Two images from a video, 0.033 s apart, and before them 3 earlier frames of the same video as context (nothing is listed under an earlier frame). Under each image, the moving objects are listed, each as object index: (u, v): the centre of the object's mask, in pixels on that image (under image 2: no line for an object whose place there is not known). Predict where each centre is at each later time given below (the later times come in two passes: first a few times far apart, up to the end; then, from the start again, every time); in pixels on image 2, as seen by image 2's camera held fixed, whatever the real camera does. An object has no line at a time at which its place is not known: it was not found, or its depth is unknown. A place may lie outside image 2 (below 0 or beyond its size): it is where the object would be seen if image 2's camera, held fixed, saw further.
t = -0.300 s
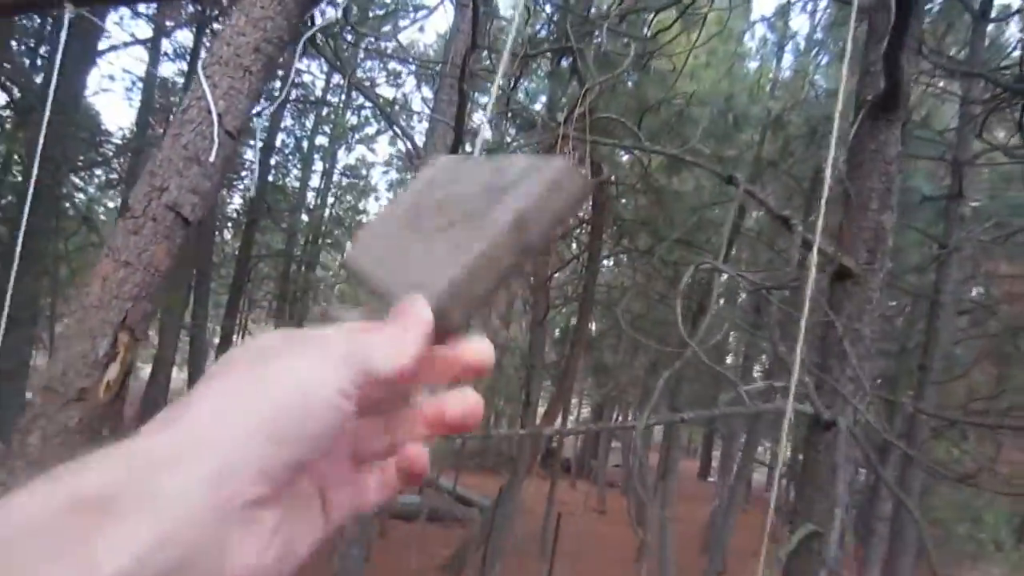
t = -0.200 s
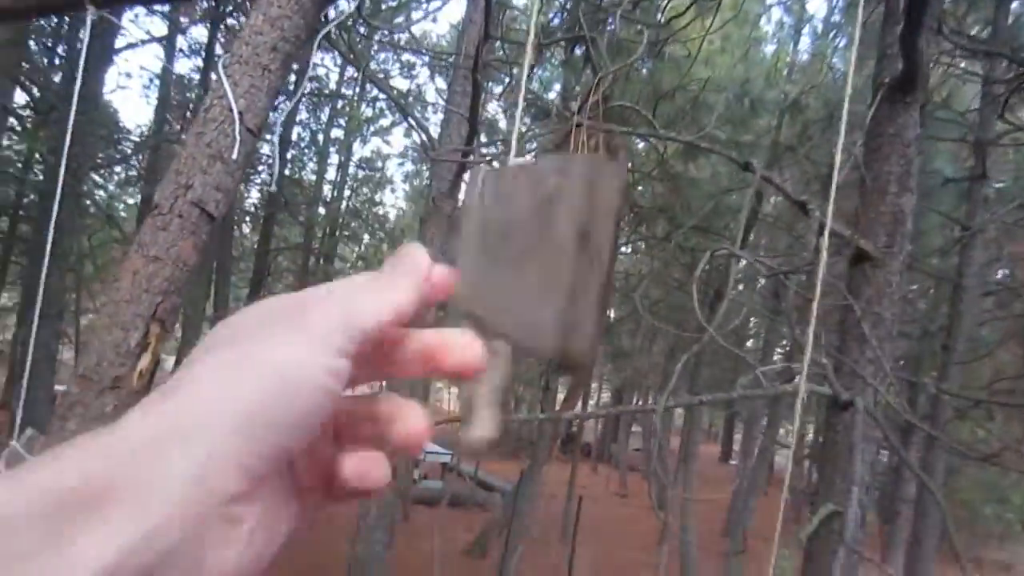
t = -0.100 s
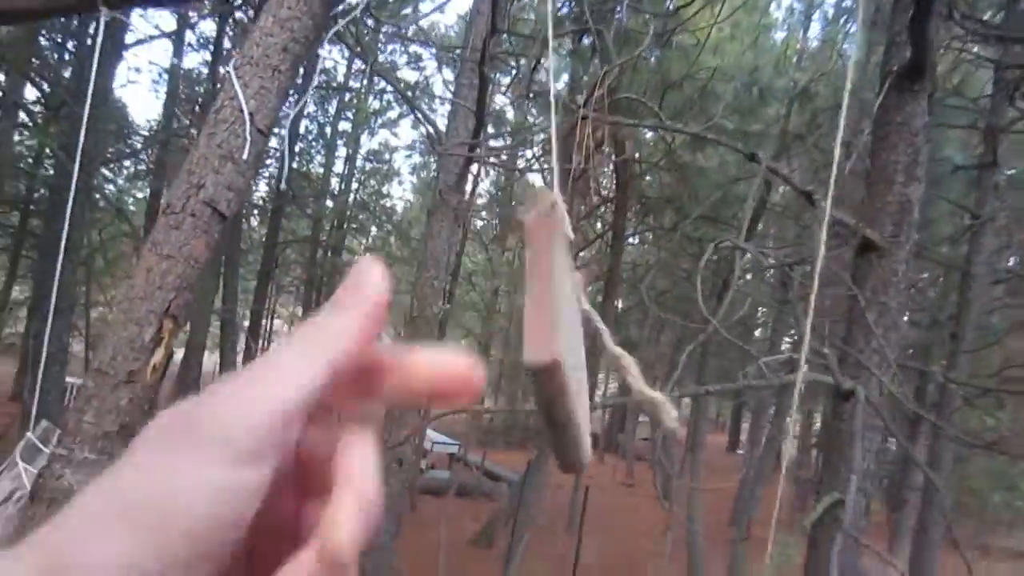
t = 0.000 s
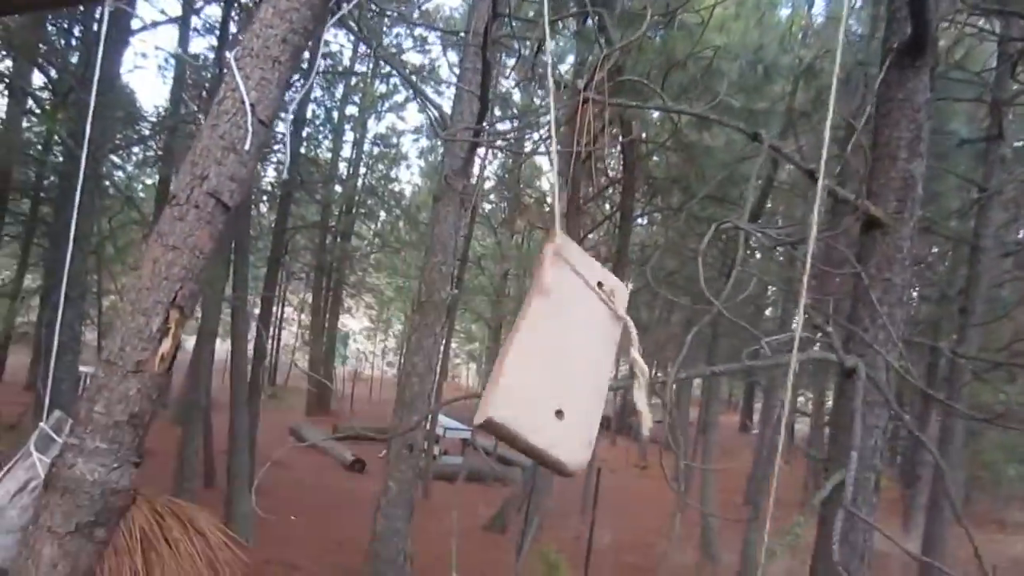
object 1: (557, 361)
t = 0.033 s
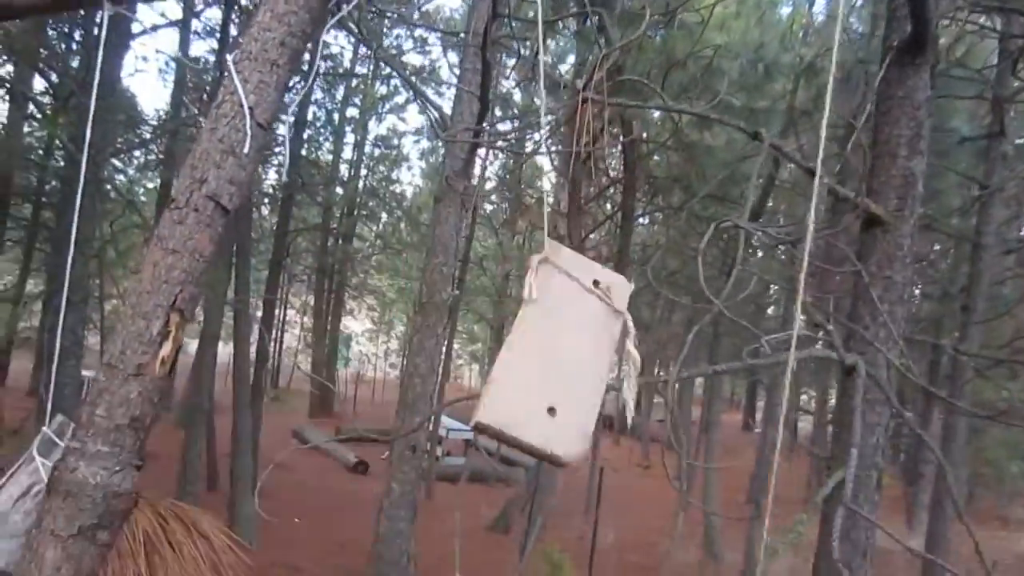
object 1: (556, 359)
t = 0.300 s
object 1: (502, 274)
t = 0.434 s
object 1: (472, 265)
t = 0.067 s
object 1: (552, 352)
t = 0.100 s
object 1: (548, 344)
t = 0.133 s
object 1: (542, 331)
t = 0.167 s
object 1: (536, 314)
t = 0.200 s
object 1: (527, 305)
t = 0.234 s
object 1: (517, 293)
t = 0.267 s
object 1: (509, 281)
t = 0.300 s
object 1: (502, 274)
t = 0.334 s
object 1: (498, 268)
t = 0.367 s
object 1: (485, 266)
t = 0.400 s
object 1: (477, 268)
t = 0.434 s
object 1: (472, 265)
